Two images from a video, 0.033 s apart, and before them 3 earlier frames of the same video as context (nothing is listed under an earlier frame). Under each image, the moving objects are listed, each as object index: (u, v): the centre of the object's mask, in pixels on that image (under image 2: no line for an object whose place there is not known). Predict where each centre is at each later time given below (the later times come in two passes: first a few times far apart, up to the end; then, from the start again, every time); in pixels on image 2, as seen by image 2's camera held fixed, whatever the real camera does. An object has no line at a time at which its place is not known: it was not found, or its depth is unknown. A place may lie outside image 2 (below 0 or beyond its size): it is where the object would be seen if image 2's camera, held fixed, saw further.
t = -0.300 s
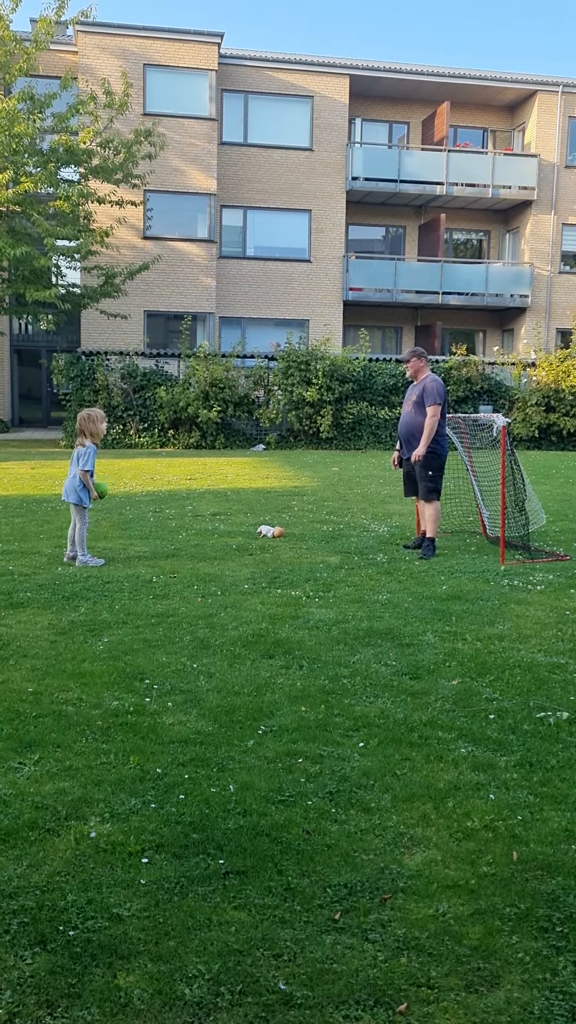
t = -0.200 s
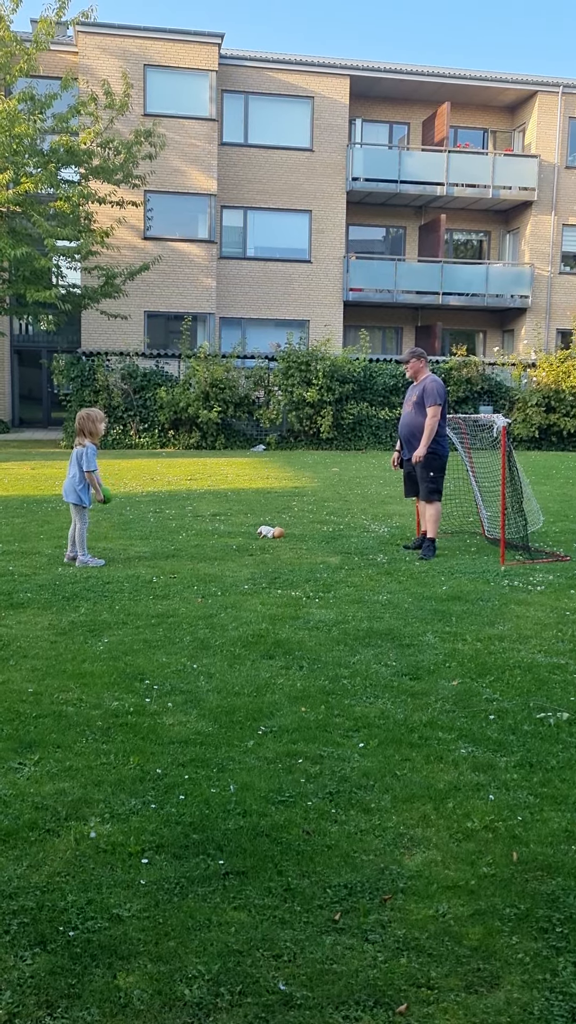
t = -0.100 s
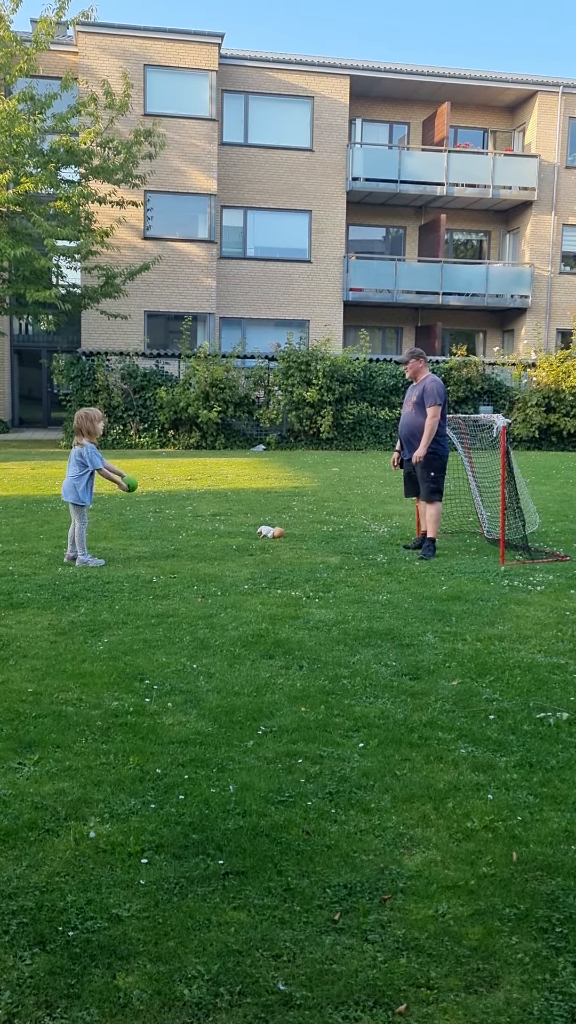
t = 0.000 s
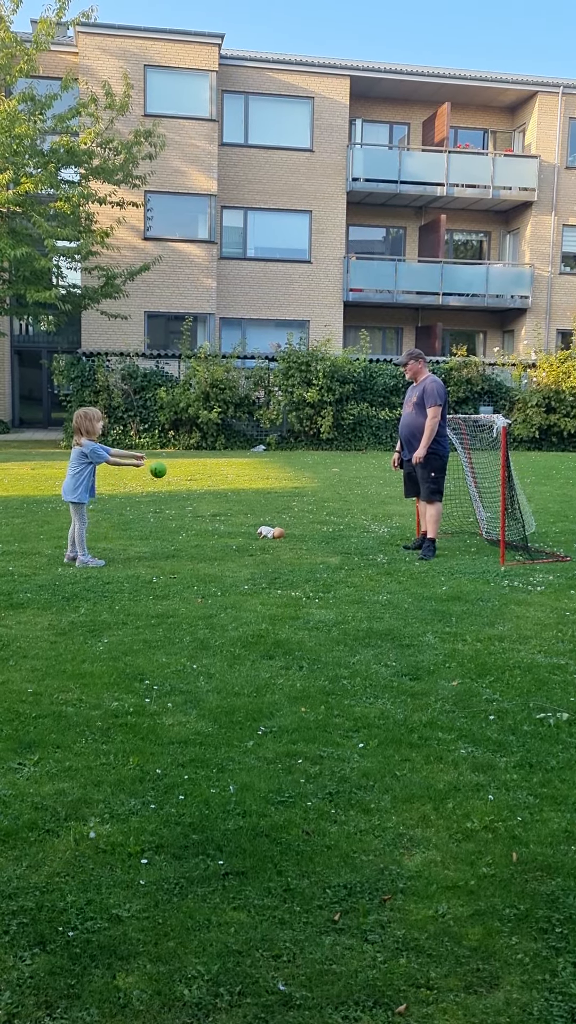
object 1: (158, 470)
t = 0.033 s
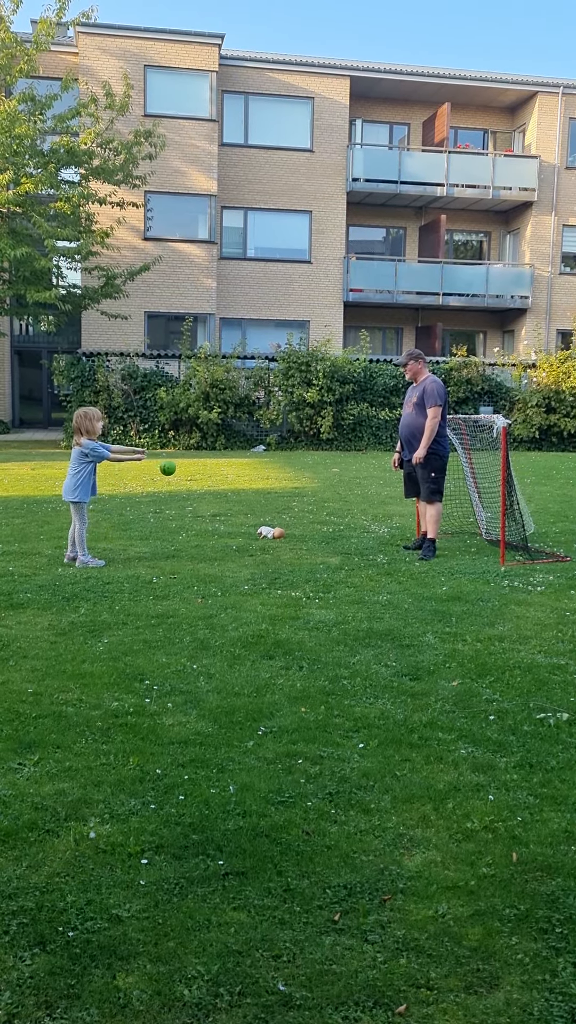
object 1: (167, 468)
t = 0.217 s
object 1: (219, 478)
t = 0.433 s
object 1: (274, 539)
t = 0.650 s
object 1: (304, 516)
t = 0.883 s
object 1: (331, 532)
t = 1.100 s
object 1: (354, 534)
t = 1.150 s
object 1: (360, 535)
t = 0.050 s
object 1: (172, 467)
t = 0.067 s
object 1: (177, 466)
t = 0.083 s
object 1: (182, 466)
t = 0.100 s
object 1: (186, 466)
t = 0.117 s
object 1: (191, 467)
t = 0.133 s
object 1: (196, 468)
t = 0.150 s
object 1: (200, 470)
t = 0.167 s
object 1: (205, 471)
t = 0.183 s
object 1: (209, 473)
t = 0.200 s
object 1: (214, 475)
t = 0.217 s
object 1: (219, 478)
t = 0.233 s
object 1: (223, 480)
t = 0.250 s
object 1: (227, 484)
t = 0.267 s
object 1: (232, 487)
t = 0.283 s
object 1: (236, 491)
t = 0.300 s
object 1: (240, 495)
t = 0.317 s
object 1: (244, 499)
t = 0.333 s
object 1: (249, 504)
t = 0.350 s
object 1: (253, 509)
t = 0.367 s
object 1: (257, 514)
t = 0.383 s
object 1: (261, 520)
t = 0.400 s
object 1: (266, 526)
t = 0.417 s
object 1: (270, 532)
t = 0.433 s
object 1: (274, 539)
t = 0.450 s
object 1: (278, 545)
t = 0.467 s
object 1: (282, 547)
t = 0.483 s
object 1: (283, 543)
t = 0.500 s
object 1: (286, 539)
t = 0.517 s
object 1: (288, 535)
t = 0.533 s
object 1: (290, 531)
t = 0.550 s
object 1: (291, 529)
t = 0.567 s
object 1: (294, 526)
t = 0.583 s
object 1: (296, 523)
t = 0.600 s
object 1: (298, 521)
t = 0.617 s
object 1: (300, 519)
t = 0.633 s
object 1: (302, 518)
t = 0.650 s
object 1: (304, 516)
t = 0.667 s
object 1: (306, 516)
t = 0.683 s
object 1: (308, 515)
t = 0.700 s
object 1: (310, 515)
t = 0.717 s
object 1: (312, 515)
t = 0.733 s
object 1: (314, 515)
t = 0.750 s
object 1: (316, 516)
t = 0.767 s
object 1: (318, 517)
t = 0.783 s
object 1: (320, 518)
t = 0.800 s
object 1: (321, 520)
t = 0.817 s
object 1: (324, 522)
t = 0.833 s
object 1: (325, 524)
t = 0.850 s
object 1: (327, 526)
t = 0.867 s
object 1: (329, 529)
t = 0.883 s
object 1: (331, 532)
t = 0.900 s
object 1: (333, 536)
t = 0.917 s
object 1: (335, 540)
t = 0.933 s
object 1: (337, 543)
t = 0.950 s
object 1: (338, 544)
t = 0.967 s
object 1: (340, 542)
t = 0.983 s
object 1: (342, 540)
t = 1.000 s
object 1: (344, 539)
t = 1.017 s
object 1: (345, 537)
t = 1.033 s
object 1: (347, 536)
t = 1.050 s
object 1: (349, 535)
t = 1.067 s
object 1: (351, 534)
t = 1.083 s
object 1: (353, 534)
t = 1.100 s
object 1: (354, 534)
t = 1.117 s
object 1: (356, 534)
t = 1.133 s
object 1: (358, 535)
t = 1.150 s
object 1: (360, 535)
